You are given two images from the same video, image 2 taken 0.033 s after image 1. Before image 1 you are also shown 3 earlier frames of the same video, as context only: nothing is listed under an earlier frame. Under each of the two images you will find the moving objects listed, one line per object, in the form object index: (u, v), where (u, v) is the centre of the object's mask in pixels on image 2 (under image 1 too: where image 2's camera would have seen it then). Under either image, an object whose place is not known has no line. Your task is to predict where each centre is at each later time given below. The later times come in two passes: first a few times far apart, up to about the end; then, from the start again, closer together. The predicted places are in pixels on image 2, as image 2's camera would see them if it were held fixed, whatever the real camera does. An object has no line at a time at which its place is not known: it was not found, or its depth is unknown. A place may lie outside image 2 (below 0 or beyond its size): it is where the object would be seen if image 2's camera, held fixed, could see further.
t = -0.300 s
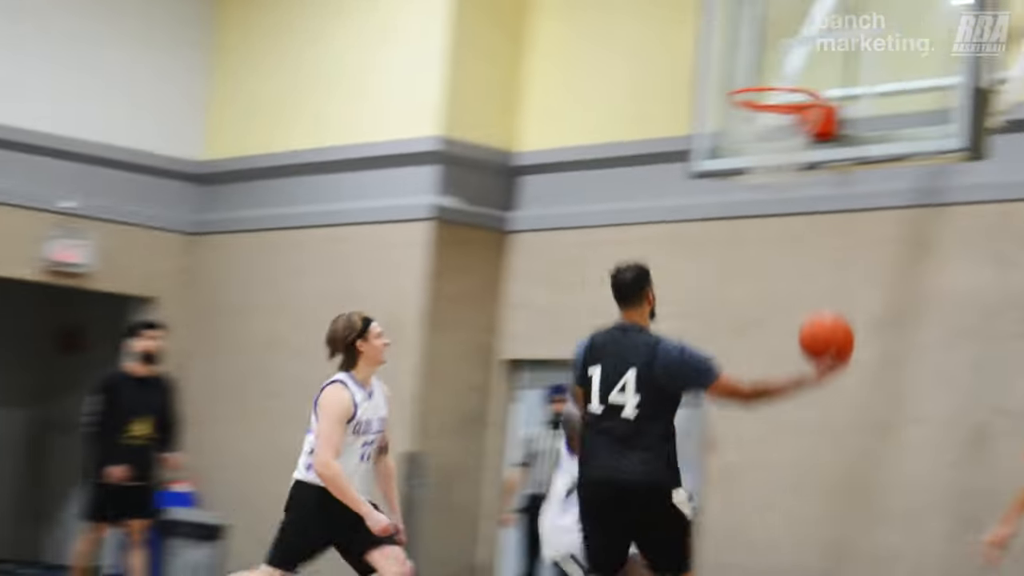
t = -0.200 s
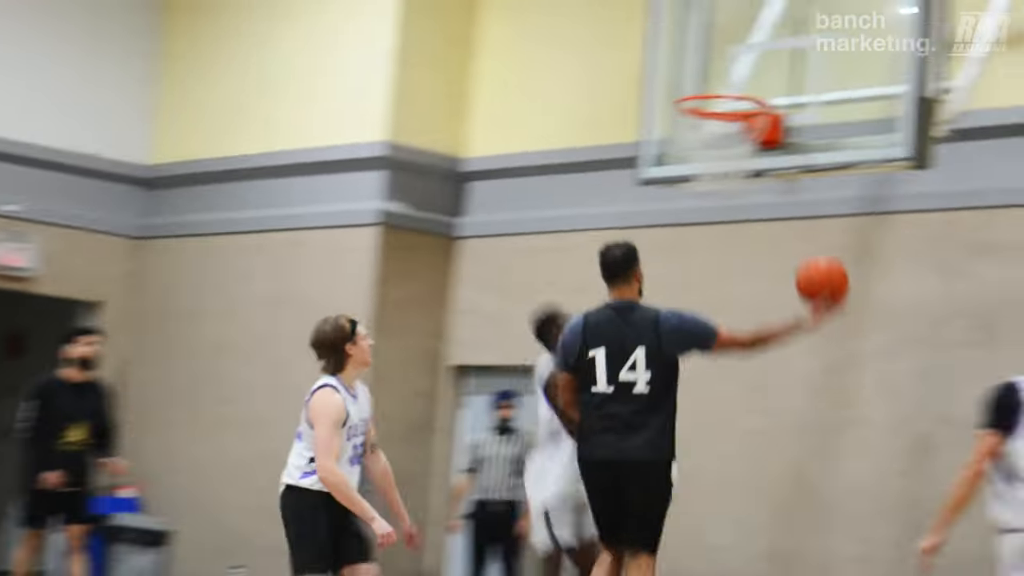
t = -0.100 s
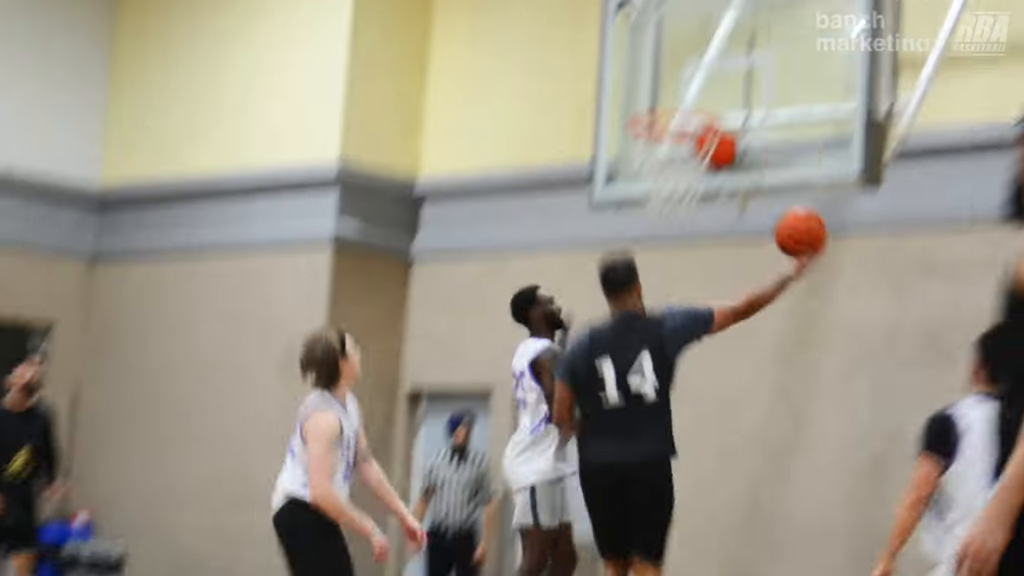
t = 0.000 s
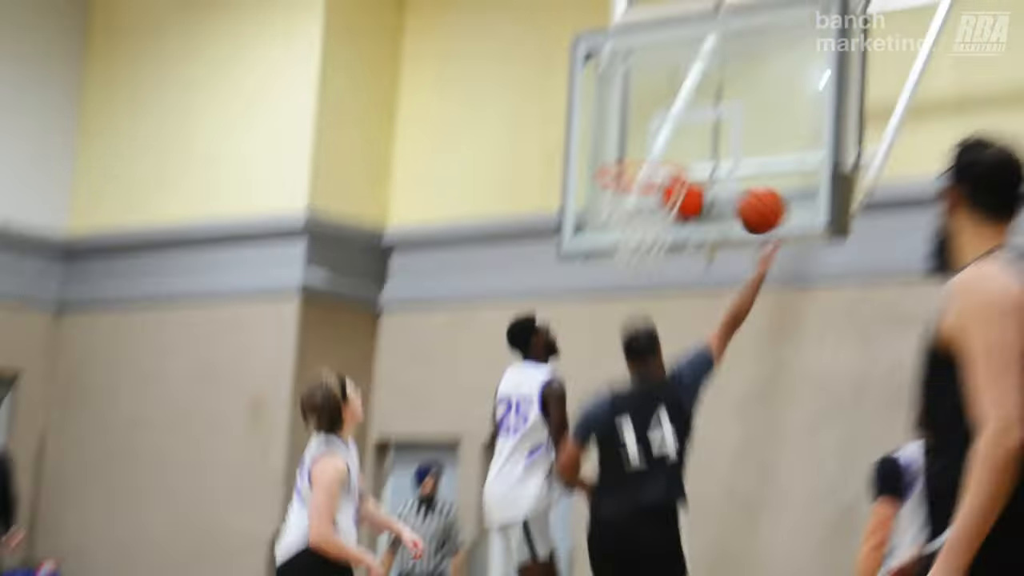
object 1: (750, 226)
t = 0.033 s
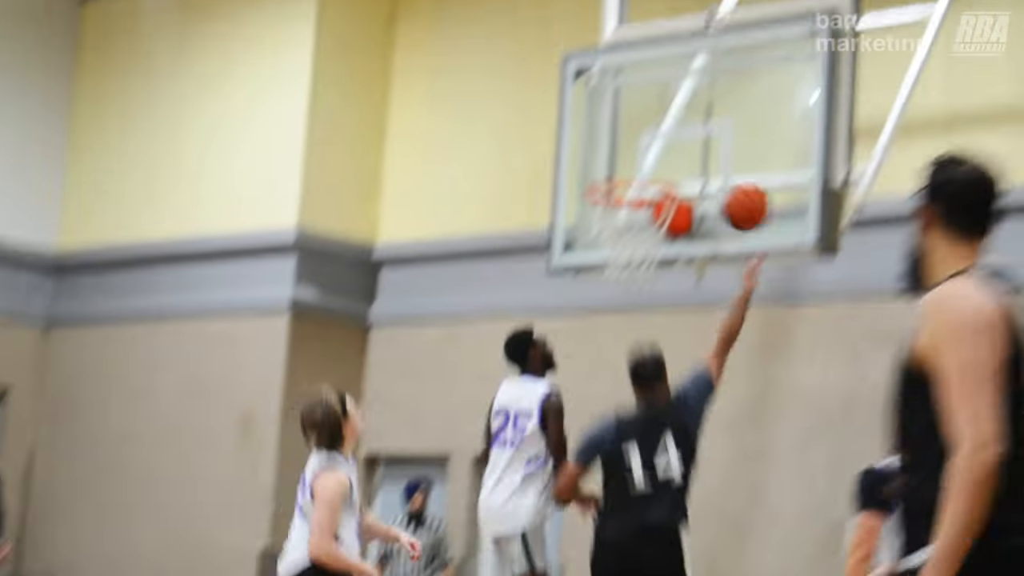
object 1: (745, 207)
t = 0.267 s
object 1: (711, 134)
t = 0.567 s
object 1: (615, 161)
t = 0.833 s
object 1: (656, 163)
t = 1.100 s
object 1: (689, 174)
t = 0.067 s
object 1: (741, 189)
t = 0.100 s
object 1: (736, 175)
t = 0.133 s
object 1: (730, 161)
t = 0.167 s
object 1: (726, 151)
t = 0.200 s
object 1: (721, 144)
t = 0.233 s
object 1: (716, 138)
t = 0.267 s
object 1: (711, 134)
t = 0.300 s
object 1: (707, 132)
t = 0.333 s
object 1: (697, 132)
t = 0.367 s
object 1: (687, 130)
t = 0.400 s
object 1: (675, 130)
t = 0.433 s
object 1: (663, 132)
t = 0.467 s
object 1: (650, 136)
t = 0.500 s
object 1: (639, 141)
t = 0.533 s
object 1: (627, 149)
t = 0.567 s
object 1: (615, 161)
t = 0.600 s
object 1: (604, 168)
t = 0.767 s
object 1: (641, 157)
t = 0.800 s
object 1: (648, 160)
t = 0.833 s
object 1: (656, 163)
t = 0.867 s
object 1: (661, 160)
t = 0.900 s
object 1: (666, 157)
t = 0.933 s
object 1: (670, 154)
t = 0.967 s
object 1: (674, 154)
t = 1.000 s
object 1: (678, 156)
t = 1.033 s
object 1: (682, 160)
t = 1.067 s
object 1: (686, 166)
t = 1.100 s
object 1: (689, 174)
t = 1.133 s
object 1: (693, 185)
